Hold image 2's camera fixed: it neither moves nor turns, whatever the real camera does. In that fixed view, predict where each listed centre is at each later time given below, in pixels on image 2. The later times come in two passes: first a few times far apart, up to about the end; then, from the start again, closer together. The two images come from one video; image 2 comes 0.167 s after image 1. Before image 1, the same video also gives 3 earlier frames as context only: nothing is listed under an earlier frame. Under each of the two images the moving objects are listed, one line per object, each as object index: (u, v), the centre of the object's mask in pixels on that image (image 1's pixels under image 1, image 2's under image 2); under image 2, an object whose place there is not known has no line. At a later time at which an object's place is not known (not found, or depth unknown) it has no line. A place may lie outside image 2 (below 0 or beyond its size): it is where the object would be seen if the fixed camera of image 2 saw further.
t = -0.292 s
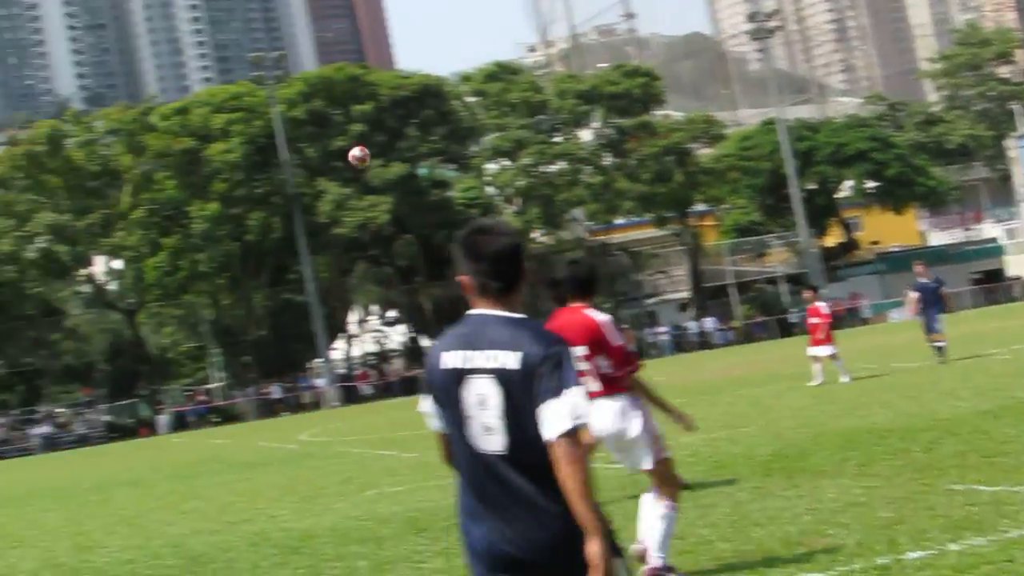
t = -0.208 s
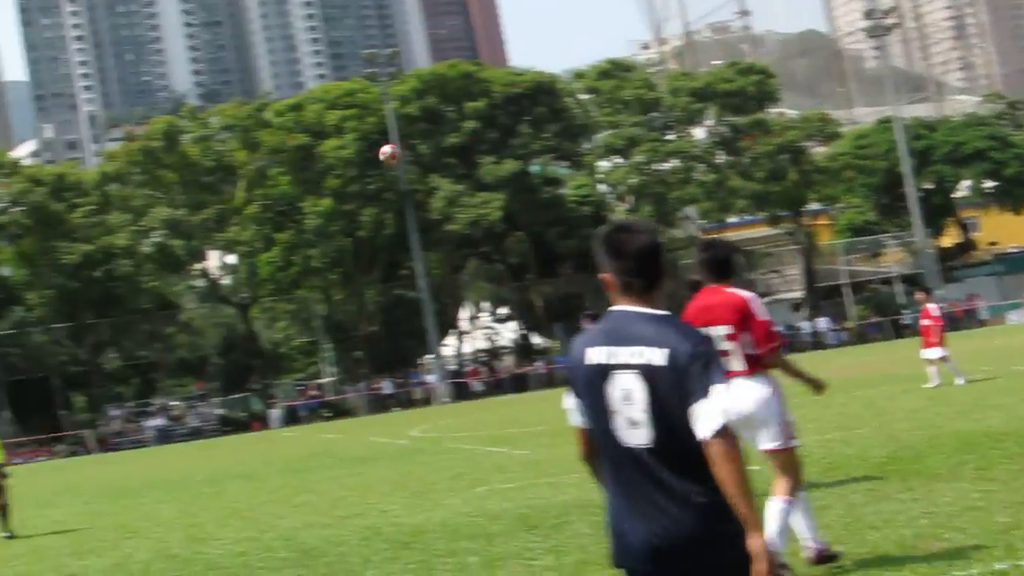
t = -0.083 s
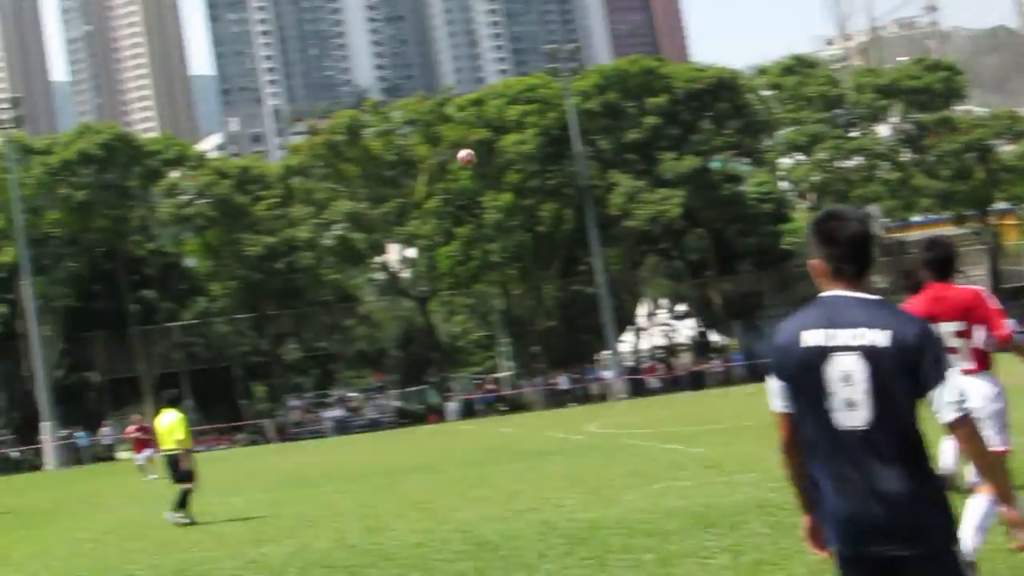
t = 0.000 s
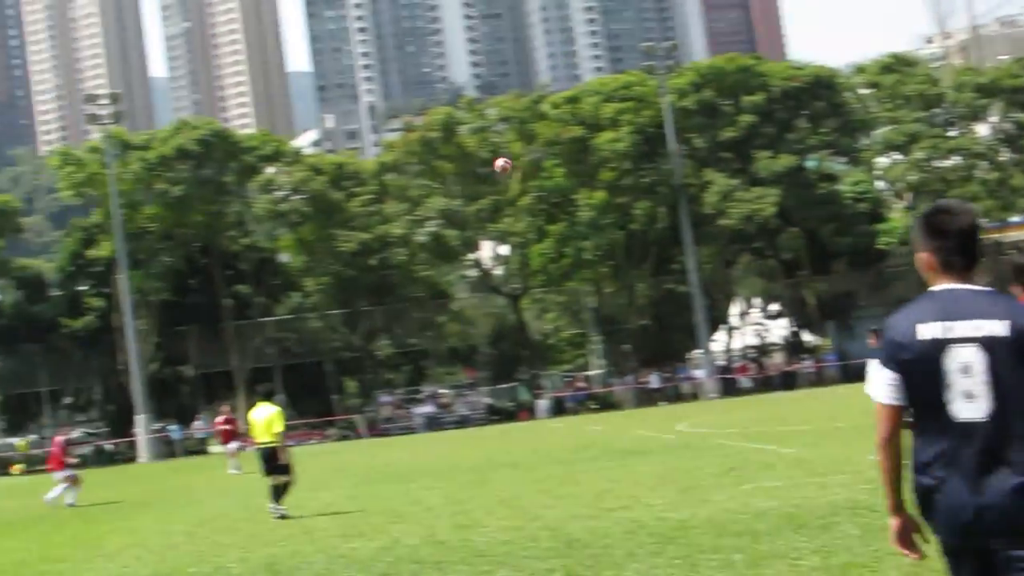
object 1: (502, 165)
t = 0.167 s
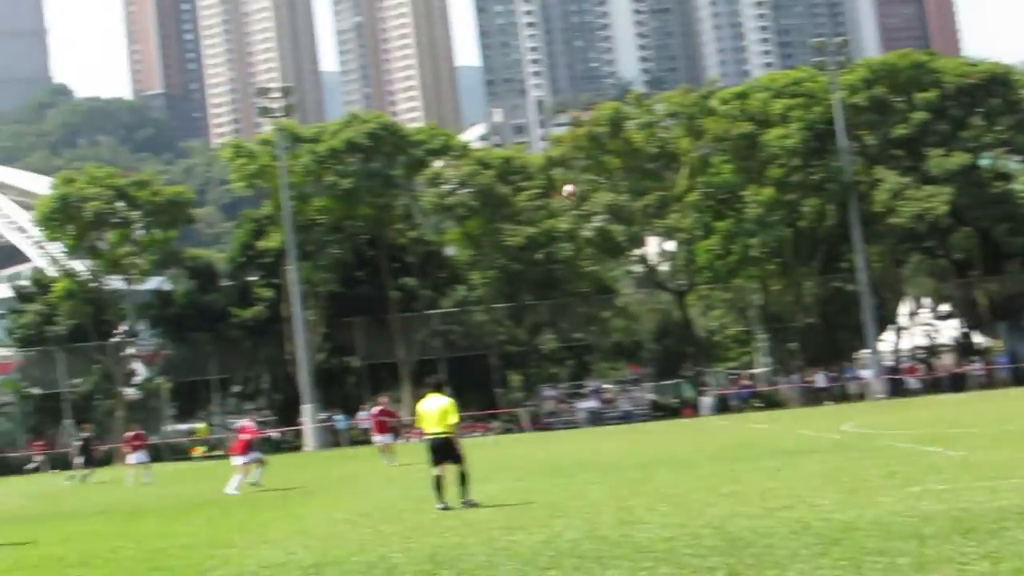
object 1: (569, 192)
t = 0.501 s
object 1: (424, 278)
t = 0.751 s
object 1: (342, 358)
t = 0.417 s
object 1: (454, 252)
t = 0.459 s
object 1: (439, 266)
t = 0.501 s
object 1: (424, 278)
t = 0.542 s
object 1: (409, 290)
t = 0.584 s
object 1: (394, 303)
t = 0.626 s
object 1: (381, 317)
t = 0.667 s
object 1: (367, 330)
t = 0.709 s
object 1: (355, 344)
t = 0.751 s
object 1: (342, 358)
